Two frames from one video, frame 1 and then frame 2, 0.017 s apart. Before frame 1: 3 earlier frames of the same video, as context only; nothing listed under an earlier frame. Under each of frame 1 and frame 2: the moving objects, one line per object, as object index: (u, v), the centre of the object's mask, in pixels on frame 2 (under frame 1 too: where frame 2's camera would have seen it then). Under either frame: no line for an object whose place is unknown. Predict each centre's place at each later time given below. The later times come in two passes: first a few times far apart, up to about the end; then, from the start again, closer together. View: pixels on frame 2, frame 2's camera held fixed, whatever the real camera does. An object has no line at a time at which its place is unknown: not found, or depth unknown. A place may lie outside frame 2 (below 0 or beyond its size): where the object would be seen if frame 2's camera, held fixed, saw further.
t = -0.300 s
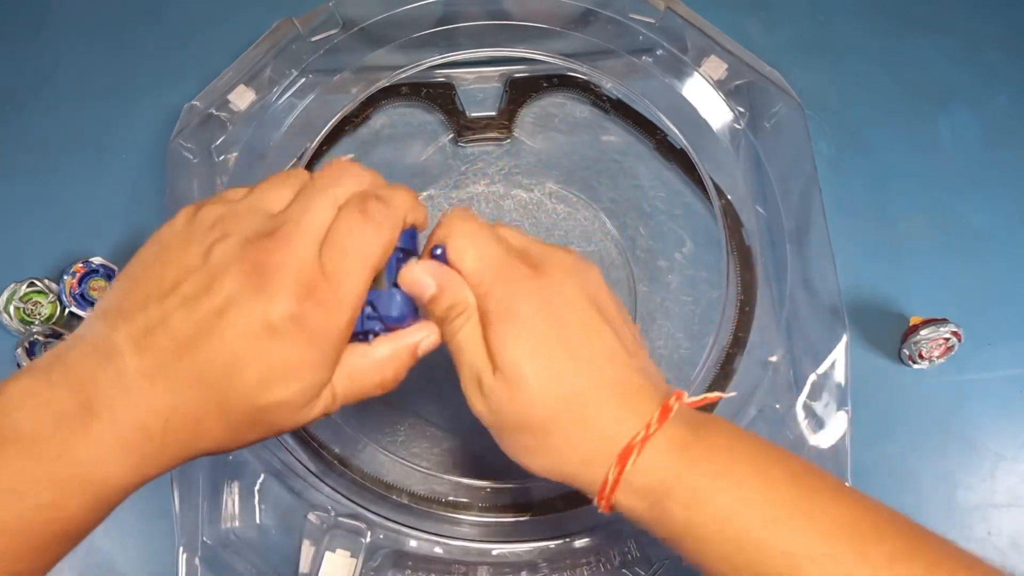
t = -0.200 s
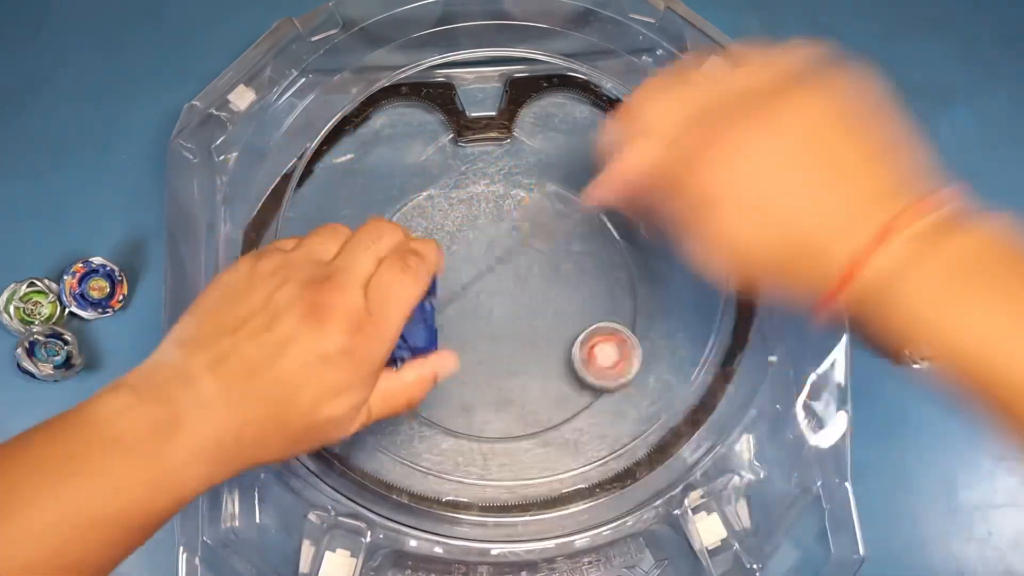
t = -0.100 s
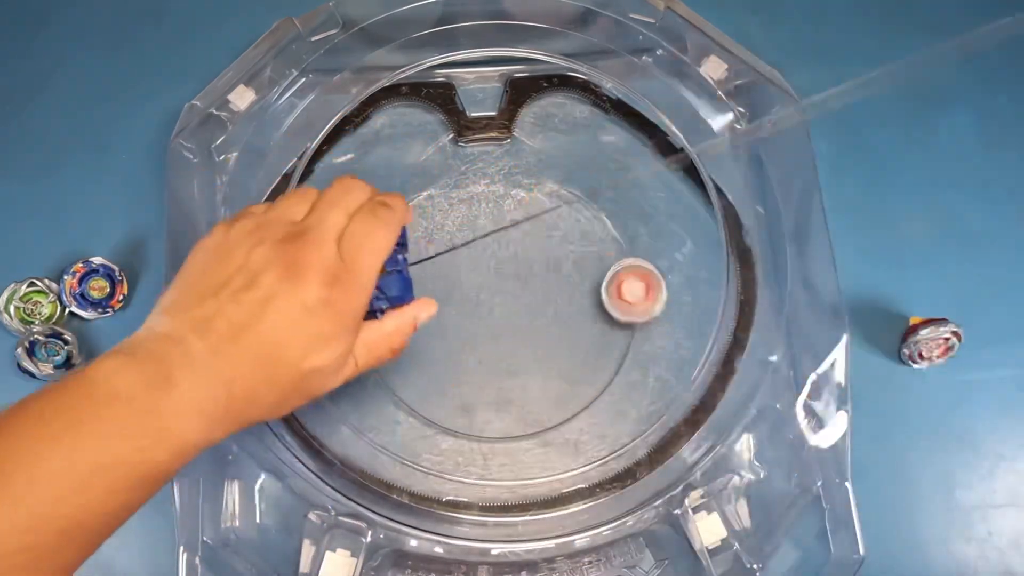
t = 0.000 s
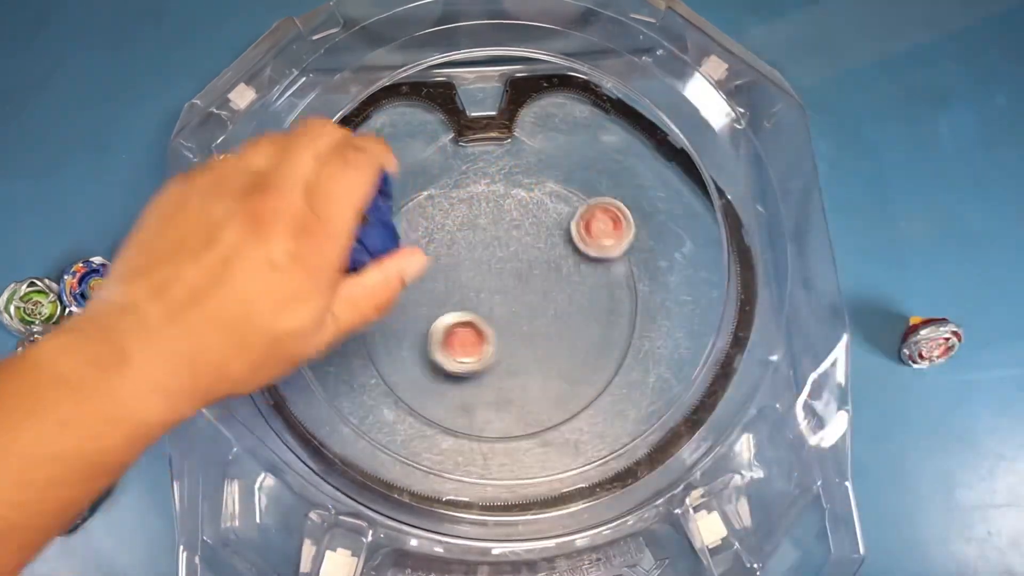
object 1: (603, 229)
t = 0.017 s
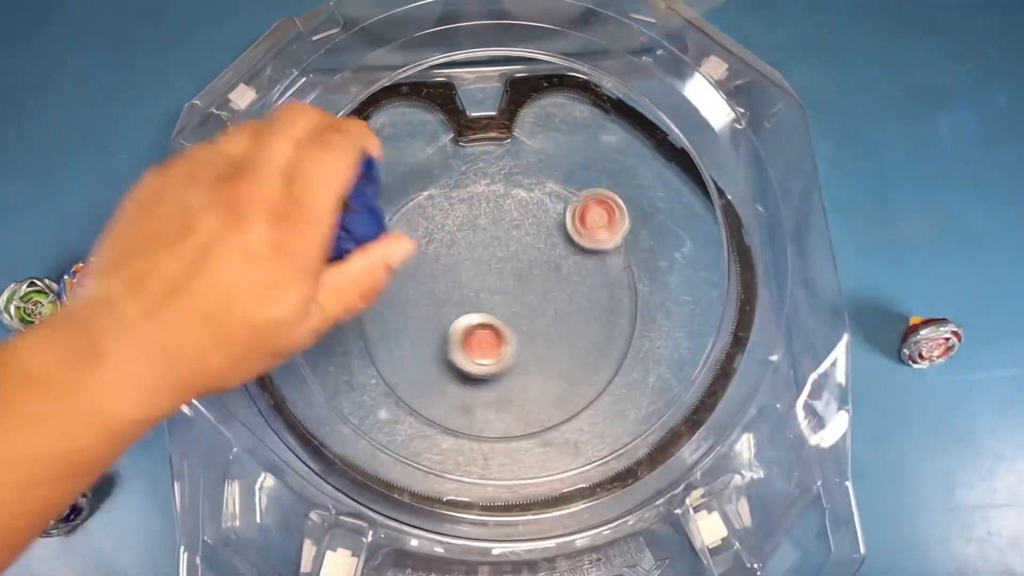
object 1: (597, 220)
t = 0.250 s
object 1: (472, 234)
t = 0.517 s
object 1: (493, 417)
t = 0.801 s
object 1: (593, 255)
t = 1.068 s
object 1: (463, 221)
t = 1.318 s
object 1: (630, 274)
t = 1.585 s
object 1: (460, 260)
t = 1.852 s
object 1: (478, 336)
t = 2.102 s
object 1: (556, 331)
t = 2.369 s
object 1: (515, 265)
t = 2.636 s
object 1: (449, 307)
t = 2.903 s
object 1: (507, 346)
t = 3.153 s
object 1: (524, 283)
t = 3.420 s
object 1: (456, 278)
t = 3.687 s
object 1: (401, 297)
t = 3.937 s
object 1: (463, 332)
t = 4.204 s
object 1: (498, 265)
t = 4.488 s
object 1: (459, 243)
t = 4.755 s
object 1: (454, 368)
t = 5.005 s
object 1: (567, 387)
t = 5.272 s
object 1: (591, 234)
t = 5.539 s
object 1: (417, 284)
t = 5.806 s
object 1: (408, 370)
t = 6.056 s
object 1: (476, 347)
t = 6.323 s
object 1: (457, 271)
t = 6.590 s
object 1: (446, 254)
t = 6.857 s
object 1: (486, 256)
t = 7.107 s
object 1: (513, 261)
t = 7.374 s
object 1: (528, 265)
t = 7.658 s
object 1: (525, 300)
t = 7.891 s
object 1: (599, 359)
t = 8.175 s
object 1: (587, 337)
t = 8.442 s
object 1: (556, 401)
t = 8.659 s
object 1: (521, 393)
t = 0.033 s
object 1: (591, 213)
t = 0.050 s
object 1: (585, 207)
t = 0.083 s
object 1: (571, 199)
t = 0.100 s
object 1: (563, 198)
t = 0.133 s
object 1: (545, 198)
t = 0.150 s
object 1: (533, 199)
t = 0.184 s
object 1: (512, 206)
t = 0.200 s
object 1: (501, 212)
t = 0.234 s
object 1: (480, 226)
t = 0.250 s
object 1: (472, 234)
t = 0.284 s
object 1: (457, 255)
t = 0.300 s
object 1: (451, 268)
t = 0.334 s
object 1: (443, 292)
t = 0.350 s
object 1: (442, 305)
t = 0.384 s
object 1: (443, 330)
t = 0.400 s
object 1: (446, 343)
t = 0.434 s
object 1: (455, 366)
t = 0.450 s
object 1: (461, 377)
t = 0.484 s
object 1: (476, 398)
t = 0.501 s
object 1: (485, 409)
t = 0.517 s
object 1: (493, 417)
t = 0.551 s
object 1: (510, 427)
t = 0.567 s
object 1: (520, 426)
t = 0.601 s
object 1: (538, 421)
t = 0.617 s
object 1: (546, 414)
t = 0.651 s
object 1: (561, 397)
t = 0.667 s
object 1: (563, 386)
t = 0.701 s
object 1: (581, 346)
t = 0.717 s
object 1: (585, 334)
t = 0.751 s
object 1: (591, 298)
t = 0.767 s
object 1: (593, 283)
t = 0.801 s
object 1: (593, 255)
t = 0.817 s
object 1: (591, 243)
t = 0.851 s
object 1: (582, 223)
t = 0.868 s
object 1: (576, 215)
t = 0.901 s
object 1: (561, 204)
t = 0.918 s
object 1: (552, 201)
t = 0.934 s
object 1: (543, 199)
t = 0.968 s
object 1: (521, 198)
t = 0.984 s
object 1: (508, 199)
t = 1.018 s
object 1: (483, 205)
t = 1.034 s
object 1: (471, 209)
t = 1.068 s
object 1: (463, 221)
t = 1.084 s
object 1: (512, 222)
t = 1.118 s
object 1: (605, 224)
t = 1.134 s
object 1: (646, 226)
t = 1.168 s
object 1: (727, 231)
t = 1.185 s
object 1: (761, 235)
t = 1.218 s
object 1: (738, 246)
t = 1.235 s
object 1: (717, 252)
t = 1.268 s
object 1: (678, 264)
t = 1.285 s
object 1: (663, 266)
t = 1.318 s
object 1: (630, 274)
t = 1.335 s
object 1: (613, 279)
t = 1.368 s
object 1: (580, 284)
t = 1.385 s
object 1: (566, 283)
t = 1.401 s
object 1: (552, 279)
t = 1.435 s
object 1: (528, 272)
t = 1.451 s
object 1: (517, 270)
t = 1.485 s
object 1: (498, 264)
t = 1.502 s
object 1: (489, 263)
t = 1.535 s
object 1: (475, 261)
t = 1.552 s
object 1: (469, 260)
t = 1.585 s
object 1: (460, 260)
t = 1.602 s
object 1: (455, 262)
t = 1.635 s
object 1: (451, 267)
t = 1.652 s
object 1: (449, 272)
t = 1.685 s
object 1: (449, 281)
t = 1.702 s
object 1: (449, 286)
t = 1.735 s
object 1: (451, 297)
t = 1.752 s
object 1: (453, 302)
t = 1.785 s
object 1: (460, 313)
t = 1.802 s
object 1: (464, 320)
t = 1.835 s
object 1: (472, 330)
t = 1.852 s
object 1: (478, 336)
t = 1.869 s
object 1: (483, 340)
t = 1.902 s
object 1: (494, 347)
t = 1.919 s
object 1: (500, 350)
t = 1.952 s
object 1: (511, 353)
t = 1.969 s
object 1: (517, 353)
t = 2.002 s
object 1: (529, 351)
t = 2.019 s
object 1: (534, 350)
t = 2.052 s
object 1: (544, 343)
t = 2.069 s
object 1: (549, 340)
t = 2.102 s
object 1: (556, 331)
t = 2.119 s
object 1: (559, 327)
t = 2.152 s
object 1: (563, 316)
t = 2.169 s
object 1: (563, 311)
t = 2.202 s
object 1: (562, 301)
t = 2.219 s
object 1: (560, 296)
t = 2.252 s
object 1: (553, 287)
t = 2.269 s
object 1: (549, 283)
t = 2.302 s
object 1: (539, 275)
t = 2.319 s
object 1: (533, 271)
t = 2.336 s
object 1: (527, 269)
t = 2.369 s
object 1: (515, 265)
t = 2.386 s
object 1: (509, 264)
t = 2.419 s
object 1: (497, 264)
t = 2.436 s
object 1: (491, 265)
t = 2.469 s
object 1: (481, 268)
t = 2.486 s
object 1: (476, 271)
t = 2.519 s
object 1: (467, 277)
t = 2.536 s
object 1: (463, 280)
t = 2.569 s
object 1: (456, 289)
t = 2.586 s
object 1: (453, 293)
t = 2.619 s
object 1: (450, 302)
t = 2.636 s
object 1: (449, 307)
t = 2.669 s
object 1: (448, 316)
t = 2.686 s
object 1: (449, 321)
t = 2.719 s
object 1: (453, 329)
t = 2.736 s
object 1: (455, 333)
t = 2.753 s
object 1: (459, 336)
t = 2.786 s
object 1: (468, 341)
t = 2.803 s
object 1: (473, 343)
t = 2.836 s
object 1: (485, 347)
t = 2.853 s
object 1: (490, 348)
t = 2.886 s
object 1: (501, 347)
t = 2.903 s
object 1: (507, 346)
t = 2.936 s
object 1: (516, 343)
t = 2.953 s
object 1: (521, 340)
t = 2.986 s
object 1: (528, 334)
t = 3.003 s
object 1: (531, 330)
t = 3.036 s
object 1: (534, 321)
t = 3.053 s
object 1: (534, 315)
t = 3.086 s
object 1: (534, 304)
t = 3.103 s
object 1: (533, 300)
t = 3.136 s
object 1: (528, 289)
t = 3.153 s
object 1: (524, 283)
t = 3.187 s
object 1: (517, 274)
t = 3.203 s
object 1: (513, 271)
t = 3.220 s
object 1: (508, 268)
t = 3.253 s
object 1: (499, 264)
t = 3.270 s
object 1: (495, 263)
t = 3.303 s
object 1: (485, 263)
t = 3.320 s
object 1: (480, 264)
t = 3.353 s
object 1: (471, 267)
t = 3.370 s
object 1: (467, 269)
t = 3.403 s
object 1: (460, 276)
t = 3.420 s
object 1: (456, 278)
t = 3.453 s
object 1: (451, 285)
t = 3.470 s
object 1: (443, 284)
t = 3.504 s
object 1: (426, 280)
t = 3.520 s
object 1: (419, 279)
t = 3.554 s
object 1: (409, 279)
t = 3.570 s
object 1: (405, 279)
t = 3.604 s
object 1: (401, 283)
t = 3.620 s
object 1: (400, 285)
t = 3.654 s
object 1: (398, 291)
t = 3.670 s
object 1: (399, 294)
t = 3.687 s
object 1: (401, 297)
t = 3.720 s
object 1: (405, 305)
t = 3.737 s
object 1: (407, 309)
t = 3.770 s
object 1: (412, 316)
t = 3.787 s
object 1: (417, 319)
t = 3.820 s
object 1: (425, 326)
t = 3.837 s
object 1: (430, 330)
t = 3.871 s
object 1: (441, 333)
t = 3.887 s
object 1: (446, 334)
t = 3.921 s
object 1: (457, 333)
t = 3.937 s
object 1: (463, 332)
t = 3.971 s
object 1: (473, 329)
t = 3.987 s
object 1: (478, 325)
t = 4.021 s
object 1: (488, 317)
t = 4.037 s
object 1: (492, 313)
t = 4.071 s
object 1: (497, 304)
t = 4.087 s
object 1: (499, 299)
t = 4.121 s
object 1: (501, 289)
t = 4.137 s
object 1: (502, 284)
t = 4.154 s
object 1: (502, 279)
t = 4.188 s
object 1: (500, 269)
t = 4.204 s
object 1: (498, 265)
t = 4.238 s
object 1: (495, 255)
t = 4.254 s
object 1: (493, 251)
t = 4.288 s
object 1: (488, 244)
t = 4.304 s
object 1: (486, 242)
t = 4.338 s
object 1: (481, 238)
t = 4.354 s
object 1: (478, 237)
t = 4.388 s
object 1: (471, 236)
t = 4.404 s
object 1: (468, 236)
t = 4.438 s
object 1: (463, 237)
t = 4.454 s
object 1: (461, 239)
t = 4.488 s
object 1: (459, 243)
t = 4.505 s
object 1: (459, 246)
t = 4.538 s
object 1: (459, 252)
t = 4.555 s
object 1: (461, 255)
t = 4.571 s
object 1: (463, 258)
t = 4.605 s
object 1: (470, 266)
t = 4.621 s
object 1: (473, 270)
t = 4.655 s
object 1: (479, 277)
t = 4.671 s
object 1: (483, 279)
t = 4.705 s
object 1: (483, 293)
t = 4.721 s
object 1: (472, 320)
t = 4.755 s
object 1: (454, 368)
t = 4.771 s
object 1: (446, 390)
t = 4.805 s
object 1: (435, 429)
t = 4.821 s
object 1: (433, 441)
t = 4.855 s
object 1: (429, 472)
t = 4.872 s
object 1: (427, 484)
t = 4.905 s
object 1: (462, 465)
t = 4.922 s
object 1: (483, 449)
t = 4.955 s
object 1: (521, 426)
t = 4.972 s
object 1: (539, 415)
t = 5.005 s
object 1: (567, 387)
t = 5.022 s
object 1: (579, 371)
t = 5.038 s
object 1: (590, 356)
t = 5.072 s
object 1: (606, 327)
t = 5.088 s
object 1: (612, 314)
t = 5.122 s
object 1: (620, 289)
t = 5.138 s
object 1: (623, 279)
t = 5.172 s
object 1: (623, 261)
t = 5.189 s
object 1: (621, 254)
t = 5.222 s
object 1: (613, 243)
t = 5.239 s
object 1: (607, 239)
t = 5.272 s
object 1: (591, 234)
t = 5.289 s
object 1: (582, 233)
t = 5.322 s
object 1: (559, 233)
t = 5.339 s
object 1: (547, 234)
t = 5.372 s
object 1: (521, 238)
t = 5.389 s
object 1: (507, 240)
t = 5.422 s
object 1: (483, 247)
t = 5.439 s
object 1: (473, 251)
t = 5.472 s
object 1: (452, 260)
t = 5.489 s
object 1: (443, 266)
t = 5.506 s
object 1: (433, 272)
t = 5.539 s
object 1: (417, 284)
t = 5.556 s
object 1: (409, 290)
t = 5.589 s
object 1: (396, 303)
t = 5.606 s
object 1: (390, 310)
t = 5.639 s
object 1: (381, 324)
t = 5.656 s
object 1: (377, 330)
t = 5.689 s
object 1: (372, 343)
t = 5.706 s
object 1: (374, 347)
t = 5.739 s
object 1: (383, 358)
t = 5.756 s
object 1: (390, 362)
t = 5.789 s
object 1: (403, 368)
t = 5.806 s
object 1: (408, 370)
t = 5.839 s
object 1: (419, 375)
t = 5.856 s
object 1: (424, 376)
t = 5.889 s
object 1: (434, 378)
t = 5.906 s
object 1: (439, 377)
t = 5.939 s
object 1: (449, 374)
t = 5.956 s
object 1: (454, 372)
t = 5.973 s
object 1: (459, 369)
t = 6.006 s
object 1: (468, 361)
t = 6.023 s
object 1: (471, 357)
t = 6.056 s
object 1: (476, 347)
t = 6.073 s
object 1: (479, 342)
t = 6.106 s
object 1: (481, 332)
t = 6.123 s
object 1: (481, 327)
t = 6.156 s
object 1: (480, 316)
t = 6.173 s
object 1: (479, 311)
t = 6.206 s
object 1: (475, 300)
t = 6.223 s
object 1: (473, 296)
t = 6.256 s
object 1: (468, 286)
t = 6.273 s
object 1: (465, 282)
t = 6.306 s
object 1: (460, 274)
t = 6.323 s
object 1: (457, 271)
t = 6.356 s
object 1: (452, 265)
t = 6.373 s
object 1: (450, 263)
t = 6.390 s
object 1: (447, 261)
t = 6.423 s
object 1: (444, 257)
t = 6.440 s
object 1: (443, 255)
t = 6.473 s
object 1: (443, 254)
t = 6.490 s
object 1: (443, 254)
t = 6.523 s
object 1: (443, 253)
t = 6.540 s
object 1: (443, 253)
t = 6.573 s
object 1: (445, 254)
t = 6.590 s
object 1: (446, 254)
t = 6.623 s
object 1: (449, 255)
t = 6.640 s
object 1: (451, 256)
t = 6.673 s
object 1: (455, 257)
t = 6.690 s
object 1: (458, 257)
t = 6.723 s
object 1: (463, 257)
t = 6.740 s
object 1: (465, 257)
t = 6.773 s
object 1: (471, 256)
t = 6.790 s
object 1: (474, 255)
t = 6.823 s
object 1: (480, 255)
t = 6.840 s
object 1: (483, 255)
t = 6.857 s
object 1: (486, 256)
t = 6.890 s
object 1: (491, 258)
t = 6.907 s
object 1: (493, 259)
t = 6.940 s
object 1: (497, 261)
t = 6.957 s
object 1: (499, 261)
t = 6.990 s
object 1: (502, 261)
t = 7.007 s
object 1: (504, 261)
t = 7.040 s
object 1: (506, 261)
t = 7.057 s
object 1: (508, 262)
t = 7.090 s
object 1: (511, 262)
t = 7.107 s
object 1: (513, 261)
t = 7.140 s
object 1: (517, 260)
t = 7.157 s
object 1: (519, 259)
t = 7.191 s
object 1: (522, 258)
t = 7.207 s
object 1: (523, 259)
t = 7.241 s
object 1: (525, 260)
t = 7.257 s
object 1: (525, 260)
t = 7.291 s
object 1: (527, 261)
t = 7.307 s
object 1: (527, 262)
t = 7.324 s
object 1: (527, 263)
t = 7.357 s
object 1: (528, 264)
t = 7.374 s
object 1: (528, 265)
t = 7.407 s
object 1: (528, 268)
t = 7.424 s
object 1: (529, 270)
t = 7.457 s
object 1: (529, 274)
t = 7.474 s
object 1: (529, 276)
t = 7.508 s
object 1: (529, 280)
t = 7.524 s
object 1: (528, 283)
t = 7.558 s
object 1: (527, 287)
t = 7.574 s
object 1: (526, 289)
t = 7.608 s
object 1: (526, 294)
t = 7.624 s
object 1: (525, 296)
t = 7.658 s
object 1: (525, 300)
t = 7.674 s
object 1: (525, 302)
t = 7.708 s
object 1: (526, 305)
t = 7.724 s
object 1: (526, 306)
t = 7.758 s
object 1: (548, 324)
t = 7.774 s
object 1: (557, 332)
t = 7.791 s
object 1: (566, 339)
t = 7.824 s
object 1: (580, 350)
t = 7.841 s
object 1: (586, 354)
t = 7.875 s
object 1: (595, 359)
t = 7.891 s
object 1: (599, 359)
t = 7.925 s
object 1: (606, 359)
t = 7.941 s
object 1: (609, 359)
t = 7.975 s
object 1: (612, 357)
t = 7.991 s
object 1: (611, 356)
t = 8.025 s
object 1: (609, 351)
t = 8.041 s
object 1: (608, 349)
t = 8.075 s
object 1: (605, 345)
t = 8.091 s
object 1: (603, 344)
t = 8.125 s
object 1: (597, 341)
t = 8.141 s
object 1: (595, 340)
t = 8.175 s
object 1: (587, 337)
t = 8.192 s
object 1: (583, 335)
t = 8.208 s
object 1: (579, 334)
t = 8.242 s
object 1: (570, 332)
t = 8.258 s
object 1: (566, 332)
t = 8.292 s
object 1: (558, 330)
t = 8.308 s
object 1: (553, 330)
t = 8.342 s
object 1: (556, 353)
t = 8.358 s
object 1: (557, 365)
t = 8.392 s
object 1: (558, 384)
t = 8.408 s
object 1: (558, 391)
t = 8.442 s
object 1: (556, 401)
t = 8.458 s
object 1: (555, 406)
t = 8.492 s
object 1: (550, 406)
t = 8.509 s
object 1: (546, 403)
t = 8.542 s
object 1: (540, 400)
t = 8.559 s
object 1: (537, 399)
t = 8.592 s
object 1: (531, 398)
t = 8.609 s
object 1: (529, 396)
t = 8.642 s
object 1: (524, 394)
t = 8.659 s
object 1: (521, 393)
